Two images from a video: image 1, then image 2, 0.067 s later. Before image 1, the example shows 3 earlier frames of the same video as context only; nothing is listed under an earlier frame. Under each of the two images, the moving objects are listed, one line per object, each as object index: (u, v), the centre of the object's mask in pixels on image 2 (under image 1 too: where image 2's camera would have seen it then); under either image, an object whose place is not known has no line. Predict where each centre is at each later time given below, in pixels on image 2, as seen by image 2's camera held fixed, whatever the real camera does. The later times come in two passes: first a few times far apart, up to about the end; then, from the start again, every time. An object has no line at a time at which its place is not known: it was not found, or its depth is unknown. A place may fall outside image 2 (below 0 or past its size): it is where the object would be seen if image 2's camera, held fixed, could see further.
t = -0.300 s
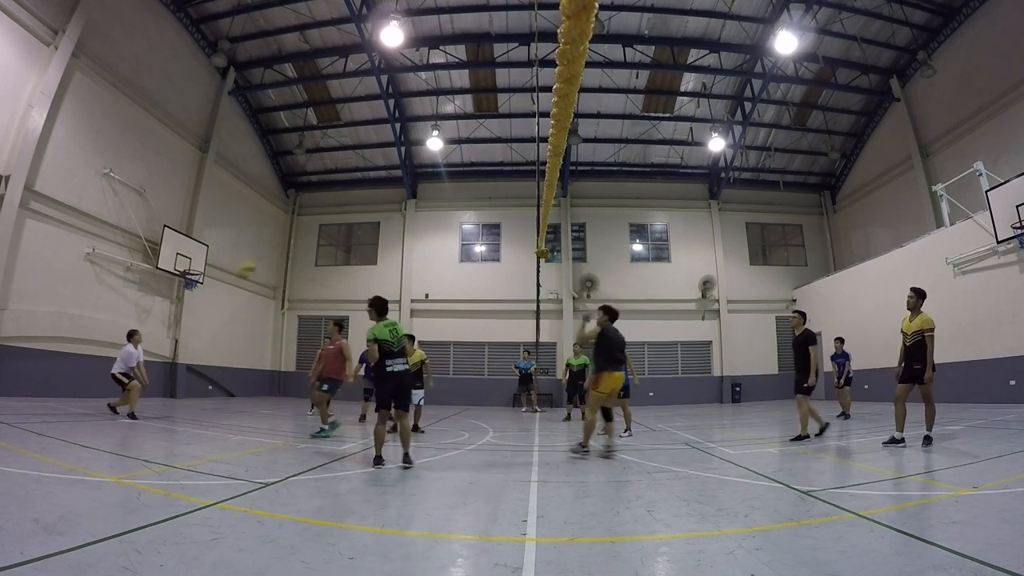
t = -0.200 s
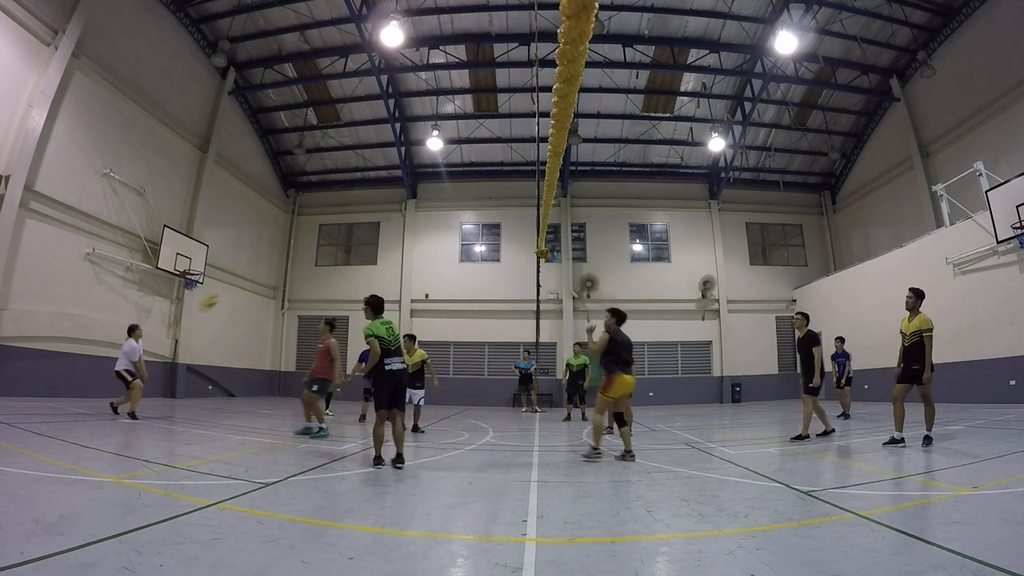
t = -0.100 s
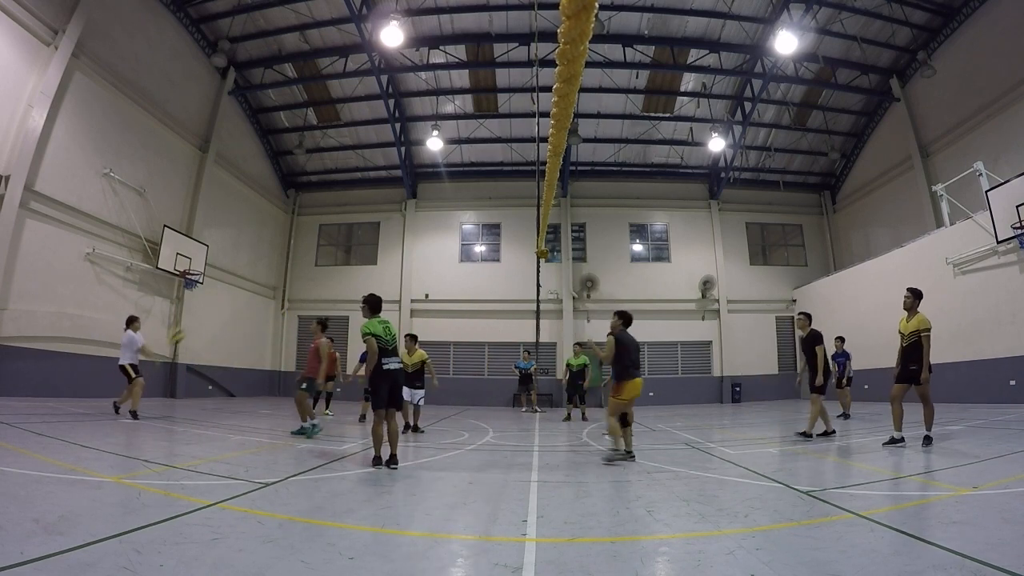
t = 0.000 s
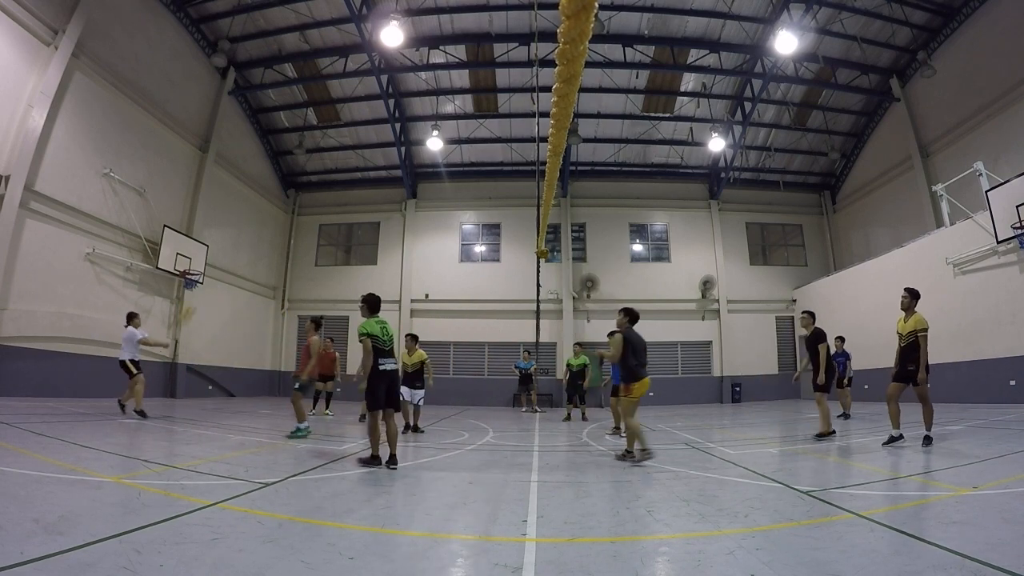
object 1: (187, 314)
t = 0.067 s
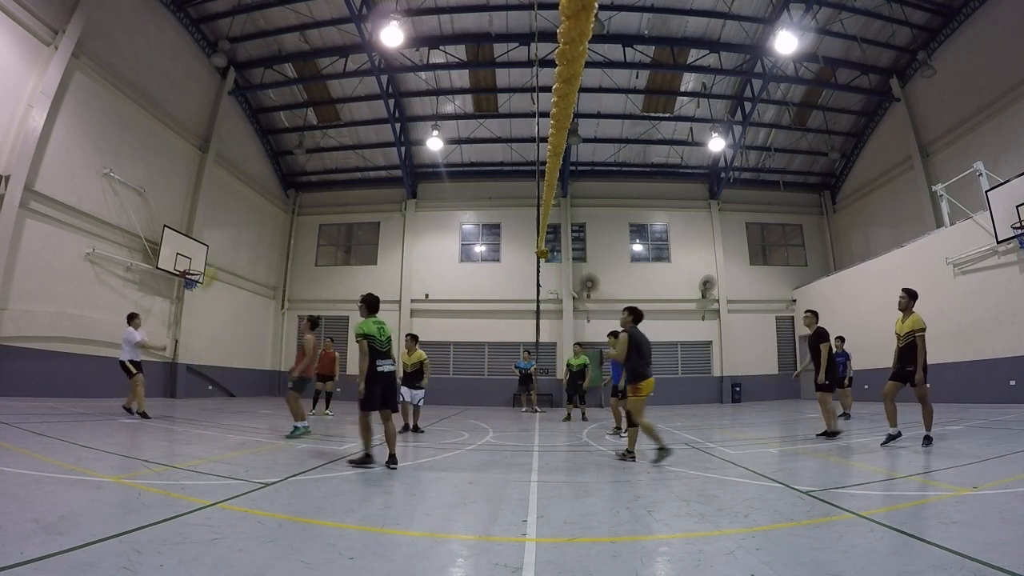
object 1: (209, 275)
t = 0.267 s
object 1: (284, 182)
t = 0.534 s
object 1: (397, 95)
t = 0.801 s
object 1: (506, 56)
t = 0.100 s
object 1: (222, 259)
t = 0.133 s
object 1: (233, 243)
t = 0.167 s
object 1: (245, 227)
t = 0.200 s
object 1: (257, 212)
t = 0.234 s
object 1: (271, 196)
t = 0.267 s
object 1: (284, 182)
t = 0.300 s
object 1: (297, 169)
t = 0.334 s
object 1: (310, 157)
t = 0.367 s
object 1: (323, 145)
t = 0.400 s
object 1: (338, 132)
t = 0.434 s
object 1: (353, 122)
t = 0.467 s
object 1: (367, 113)
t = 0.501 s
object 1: (381, 104)
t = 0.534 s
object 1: (397, 95)
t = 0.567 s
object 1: (408, 88)
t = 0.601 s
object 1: (421, 81)
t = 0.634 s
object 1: (437, 75)
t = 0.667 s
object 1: (449, 70)
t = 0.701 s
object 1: (465, 64)
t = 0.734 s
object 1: (479, 60)
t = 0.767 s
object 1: (490, 58)
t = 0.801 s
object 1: (506, 56)
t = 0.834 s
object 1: (521, 51)
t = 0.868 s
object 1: (535, 52)
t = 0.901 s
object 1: (546, 52)
